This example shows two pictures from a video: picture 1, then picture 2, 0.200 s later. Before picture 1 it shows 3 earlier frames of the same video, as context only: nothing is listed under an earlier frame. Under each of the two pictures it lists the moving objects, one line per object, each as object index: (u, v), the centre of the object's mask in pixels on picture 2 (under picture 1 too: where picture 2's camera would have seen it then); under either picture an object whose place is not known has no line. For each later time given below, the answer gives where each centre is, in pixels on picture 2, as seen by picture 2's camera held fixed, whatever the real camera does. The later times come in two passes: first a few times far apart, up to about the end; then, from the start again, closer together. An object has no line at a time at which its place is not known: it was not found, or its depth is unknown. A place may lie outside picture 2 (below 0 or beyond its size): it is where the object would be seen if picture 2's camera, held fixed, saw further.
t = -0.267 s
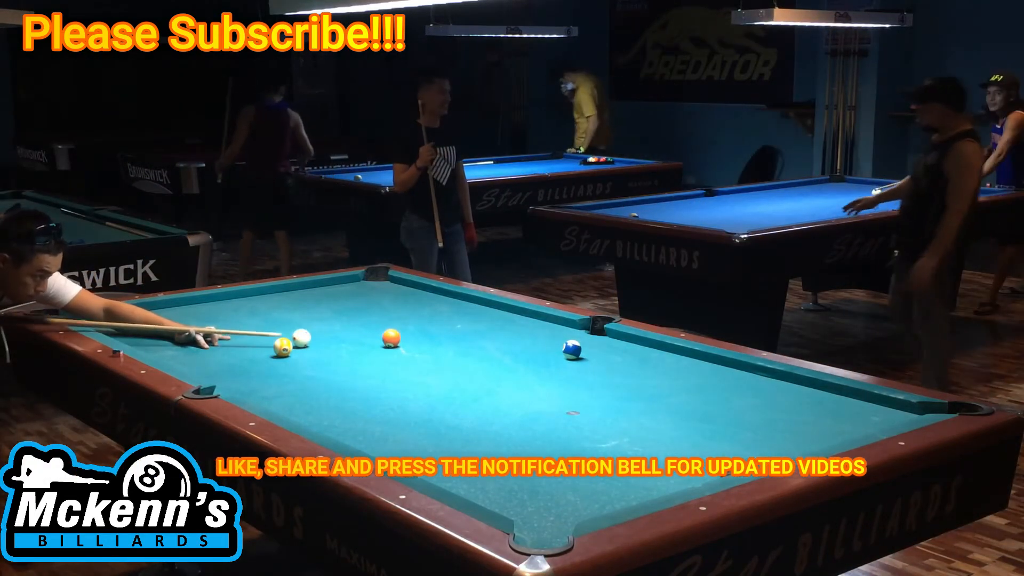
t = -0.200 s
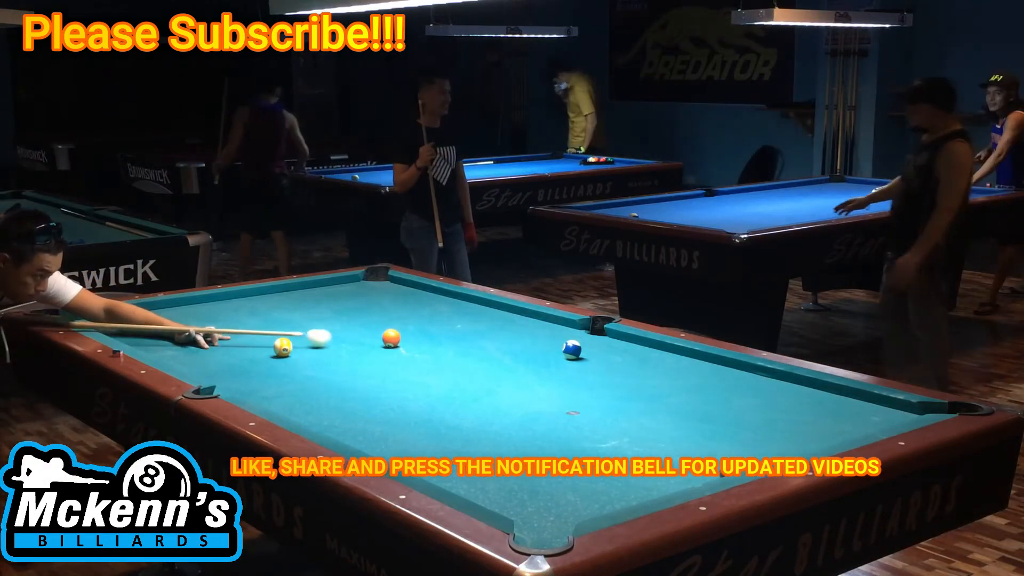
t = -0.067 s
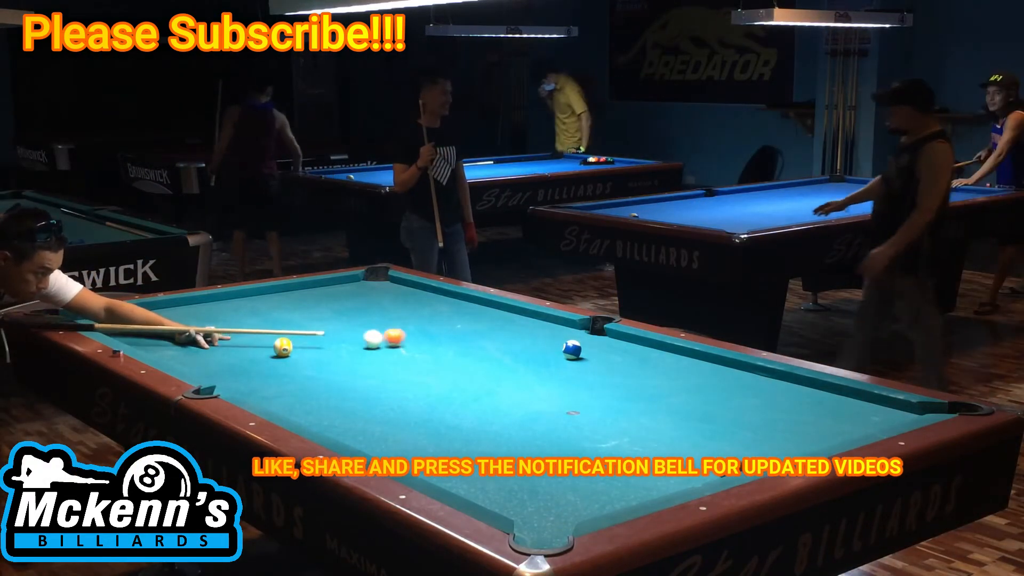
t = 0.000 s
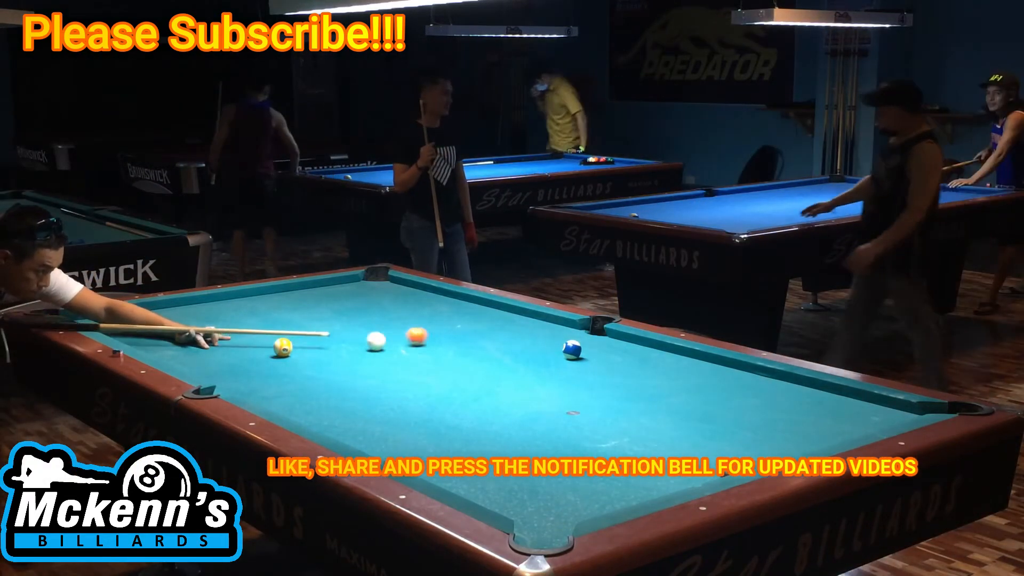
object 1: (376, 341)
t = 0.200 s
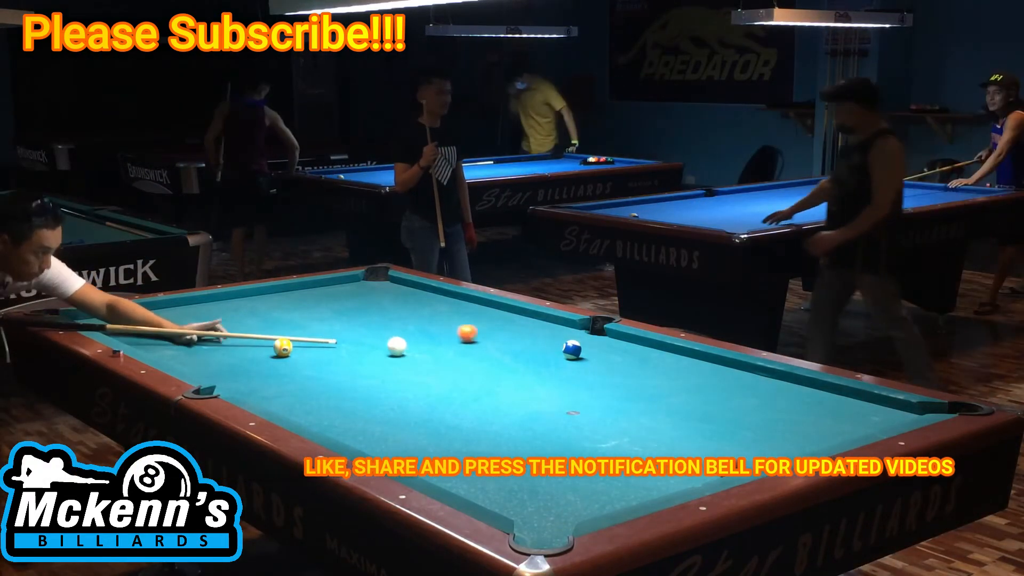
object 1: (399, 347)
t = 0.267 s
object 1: (404, 348)
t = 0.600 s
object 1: (439, 357)
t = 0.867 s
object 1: (467, 364)
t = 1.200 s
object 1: (502, 372)
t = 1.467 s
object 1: (528, 378)
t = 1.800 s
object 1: (561, 385)
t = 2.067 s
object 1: (585, 390)
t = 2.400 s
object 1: (614, 397)
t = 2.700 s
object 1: (639, 402)
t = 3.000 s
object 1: (662, 407)
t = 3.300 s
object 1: (682, 411)
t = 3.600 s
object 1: (700, 415)
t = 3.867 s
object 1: (715, 417)
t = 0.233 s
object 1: (400, 347)
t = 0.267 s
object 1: (404, 348)
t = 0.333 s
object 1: (411, 350)
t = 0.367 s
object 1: (415, 351)
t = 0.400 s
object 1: (418, 352)
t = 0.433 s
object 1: (422, 352)
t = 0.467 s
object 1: (425, 353)
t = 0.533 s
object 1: (432, 355)
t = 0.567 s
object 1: (436, 356)
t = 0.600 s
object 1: (439, 357)
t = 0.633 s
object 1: (443, 357)
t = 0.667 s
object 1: (446, 358)
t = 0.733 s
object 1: (453, 360)
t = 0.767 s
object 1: (457, 361)
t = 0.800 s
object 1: (460, 362)
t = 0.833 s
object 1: (464, 363)
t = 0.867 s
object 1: (467, 364)
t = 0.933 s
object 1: (474, 365)
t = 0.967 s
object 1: (478, 366)
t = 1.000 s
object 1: (481, 367)
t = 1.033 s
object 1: (485, 368)
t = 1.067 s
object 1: (488, 368)
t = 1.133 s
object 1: (495, 370)
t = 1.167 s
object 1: (498, 371)
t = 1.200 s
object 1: (502, 372)
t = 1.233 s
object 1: (505, 372)
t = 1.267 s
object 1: (509, 373)
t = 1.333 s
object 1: (515, 375)
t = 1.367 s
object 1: (519, 376)
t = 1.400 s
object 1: (522, 376)
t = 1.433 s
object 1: (525, 377)
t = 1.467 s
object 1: (528, 378)
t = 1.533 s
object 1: (535, 379)
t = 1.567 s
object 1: (538, 380)
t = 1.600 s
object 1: (542, 381)
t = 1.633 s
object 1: (545, 381)
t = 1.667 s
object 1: (548, 382)
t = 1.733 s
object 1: (554, 384)
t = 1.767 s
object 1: (557, 384)
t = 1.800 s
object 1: (561, 385)
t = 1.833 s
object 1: (564, 386)
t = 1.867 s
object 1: (567, 386)
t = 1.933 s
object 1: (573, 388)
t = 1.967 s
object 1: (576, 388)
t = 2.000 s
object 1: (579, 389)
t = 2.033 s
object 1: (582, 390)
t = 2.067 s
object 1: (585, 390)
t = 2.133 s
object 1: (591, 392)
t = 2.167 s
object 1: (594, 393)
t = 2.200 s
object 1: (597, 393)
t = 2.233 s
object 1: (600, 394)
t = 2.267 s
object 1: (603, 395)
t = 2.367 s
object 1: (612, 396)
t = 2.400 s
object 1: (614, 397)
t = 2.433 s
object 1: (617, 398)
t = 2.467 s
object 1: (620, 398)
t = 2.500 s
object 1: (623, 399)
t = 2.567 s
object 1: (628, 400)
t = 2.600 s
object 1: (631, 400)
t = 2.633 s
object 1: (634, 401)
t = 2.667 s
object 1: (636, 401)
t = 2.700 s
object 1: (639, 402)
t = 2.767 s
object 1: (644, 403)
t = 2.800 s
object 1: (647, 404)
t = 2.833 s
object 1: (650, 404)
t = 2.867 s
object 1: (652, 405)
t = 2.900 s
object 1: (655, 405)
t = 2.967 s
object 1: (659, 407)
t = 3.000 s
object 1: (662, 407)
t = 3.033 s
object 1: (665, 408)
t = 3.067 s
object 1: (667, 408)
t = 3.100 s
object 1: (669, 409)
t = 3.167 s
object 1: (674, 409)
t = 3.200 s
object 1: (676, 410)
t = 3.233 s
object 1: (678, 410)
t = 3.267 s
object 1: (680, 411)
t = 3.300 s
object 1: (682, 411)
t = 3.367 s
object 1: (687, 412)
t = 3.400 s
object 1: (689, 412)
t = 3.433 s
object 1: (691, 413)
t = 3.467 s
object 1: (693, 413)
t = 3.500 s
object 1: (695, 414)
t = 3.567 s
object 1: (698, 414)
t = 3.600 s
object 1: (700, 415)
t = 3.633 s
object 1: (703, 415)
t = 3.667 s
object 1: (705, 416)
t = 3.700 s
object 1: (706, 416)
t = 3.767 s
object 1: (710, 417)
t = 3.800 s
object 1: (711, 417)
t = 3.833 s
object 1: (713, 417)
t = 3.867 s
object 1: (715, 417)
